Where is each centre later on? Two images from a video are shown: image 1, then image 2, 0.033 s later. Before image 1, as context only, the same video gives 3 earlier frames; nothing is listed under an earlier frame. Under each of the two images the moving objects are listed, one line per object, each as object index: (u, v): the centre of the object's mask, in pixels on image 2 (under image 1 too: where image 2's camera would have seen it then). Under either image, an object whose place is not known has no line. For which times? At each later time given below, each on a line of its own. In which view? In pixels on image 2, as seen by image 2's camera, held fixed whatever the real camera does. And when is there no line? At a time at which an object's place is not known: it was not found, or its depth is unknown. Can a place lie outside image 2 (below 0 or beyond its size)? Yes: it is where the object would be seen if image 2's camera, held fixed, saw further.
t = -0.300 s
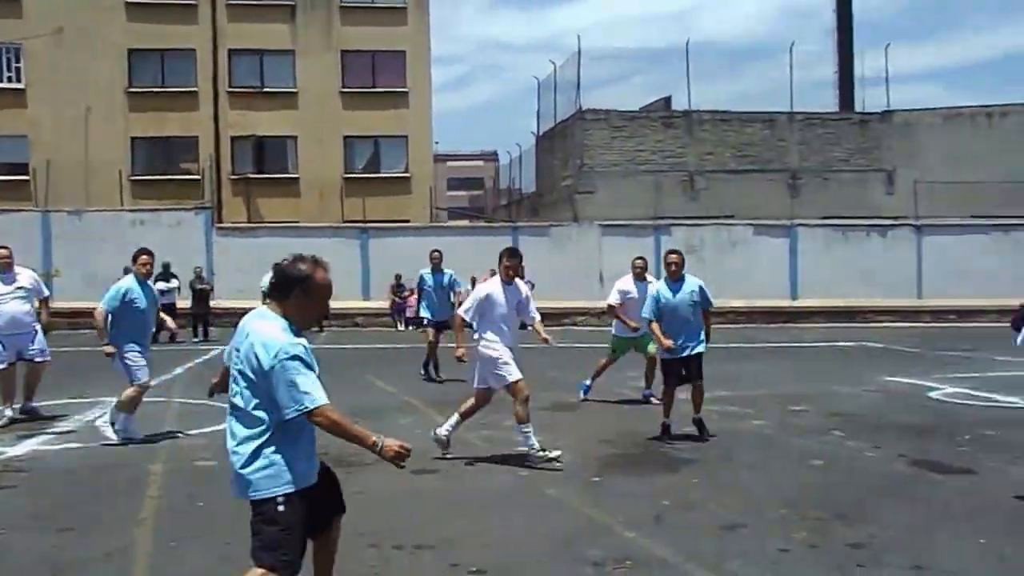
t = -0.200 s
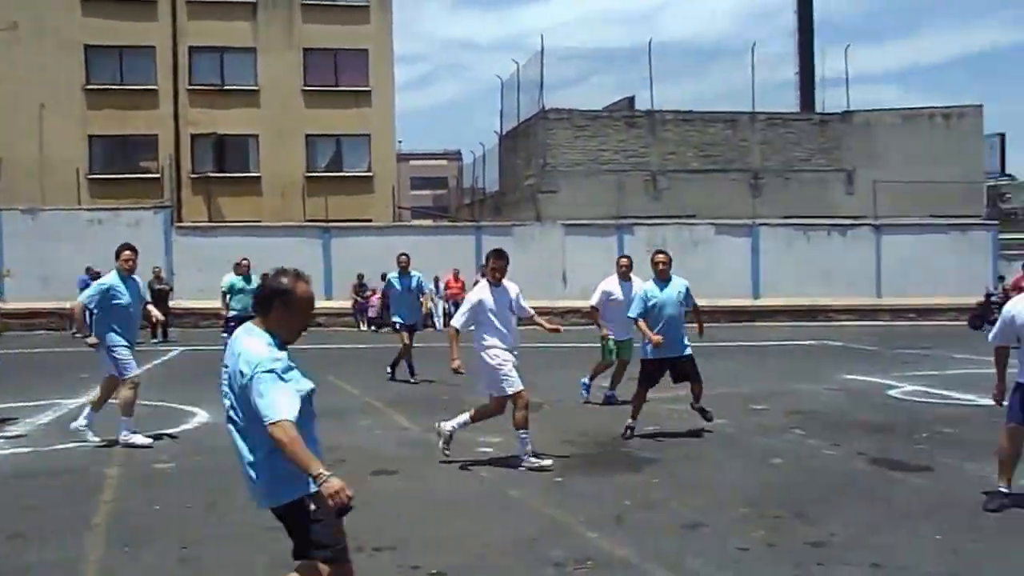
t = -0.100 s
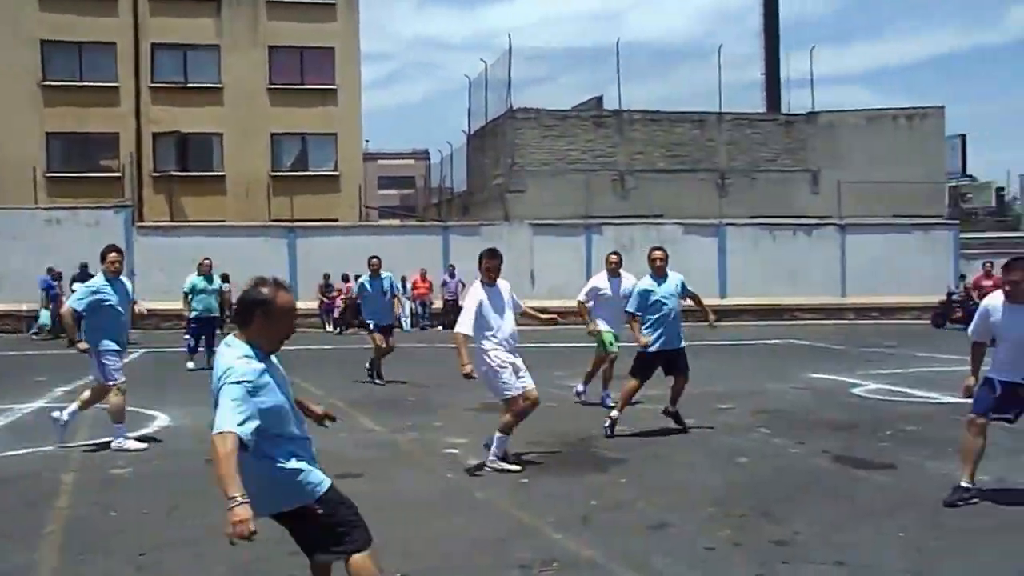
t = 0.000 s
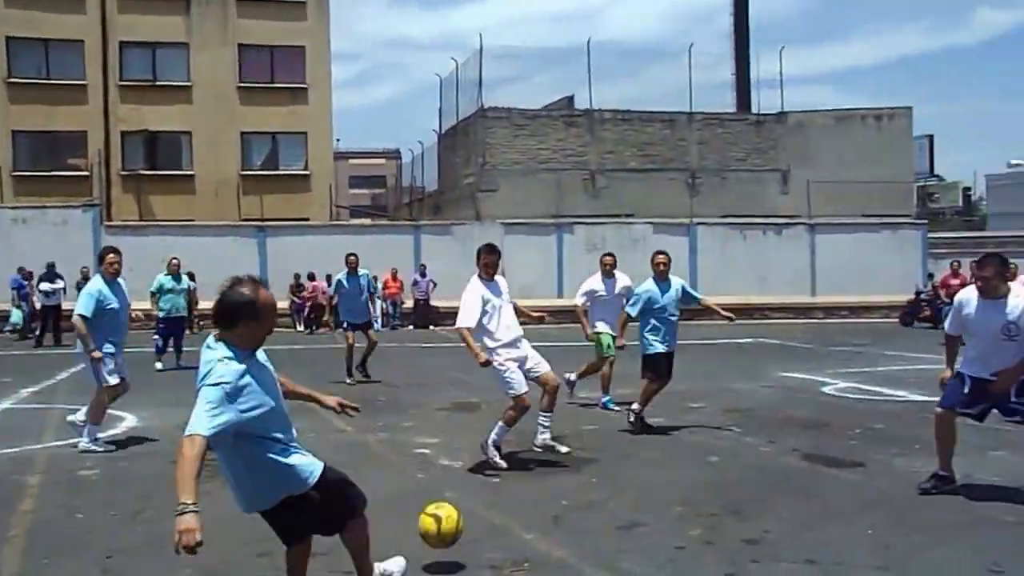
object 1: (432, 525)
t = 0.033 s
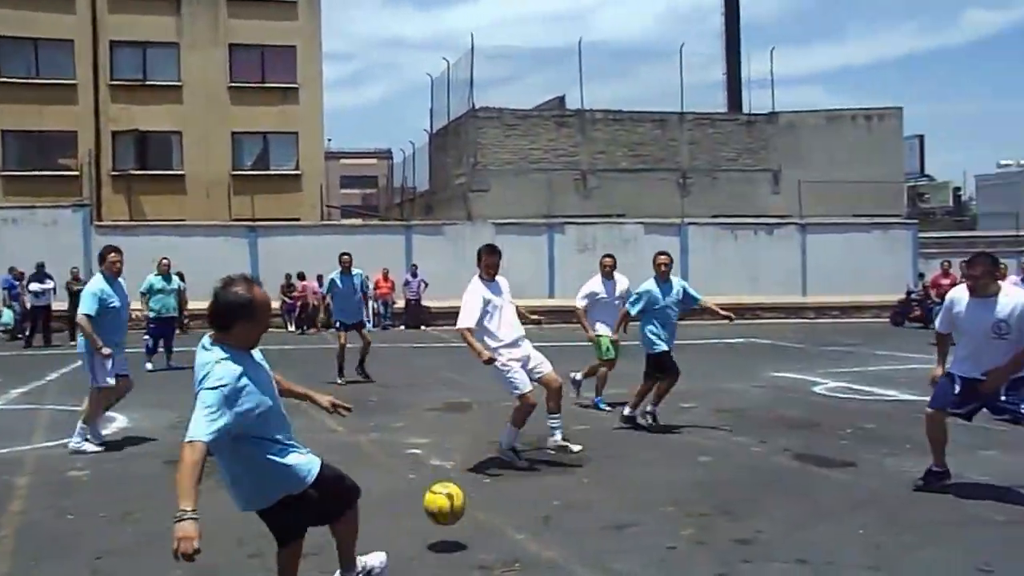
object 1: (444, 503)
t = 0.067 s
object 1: (455, 485)
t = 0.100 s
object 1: (465, 472)
